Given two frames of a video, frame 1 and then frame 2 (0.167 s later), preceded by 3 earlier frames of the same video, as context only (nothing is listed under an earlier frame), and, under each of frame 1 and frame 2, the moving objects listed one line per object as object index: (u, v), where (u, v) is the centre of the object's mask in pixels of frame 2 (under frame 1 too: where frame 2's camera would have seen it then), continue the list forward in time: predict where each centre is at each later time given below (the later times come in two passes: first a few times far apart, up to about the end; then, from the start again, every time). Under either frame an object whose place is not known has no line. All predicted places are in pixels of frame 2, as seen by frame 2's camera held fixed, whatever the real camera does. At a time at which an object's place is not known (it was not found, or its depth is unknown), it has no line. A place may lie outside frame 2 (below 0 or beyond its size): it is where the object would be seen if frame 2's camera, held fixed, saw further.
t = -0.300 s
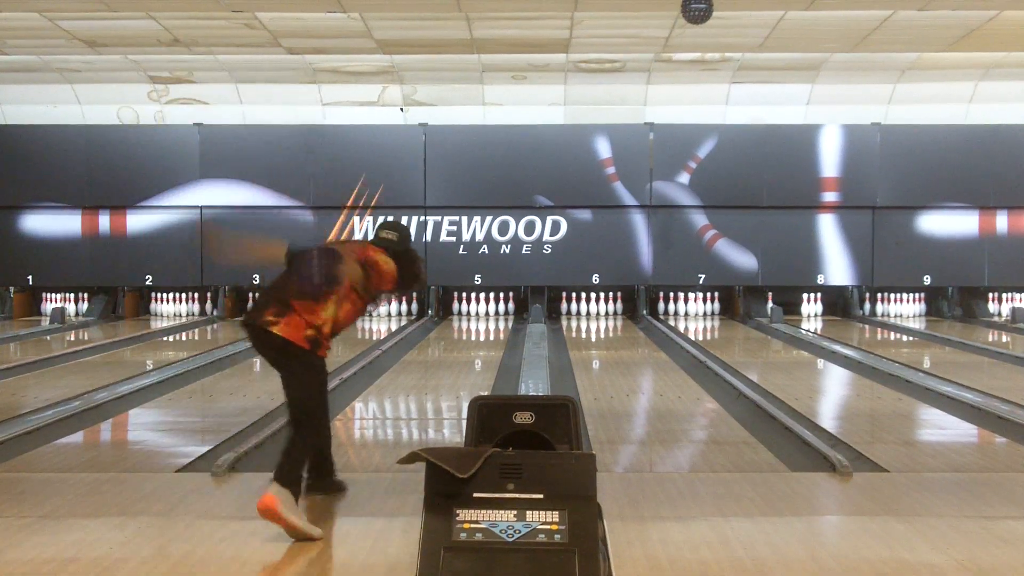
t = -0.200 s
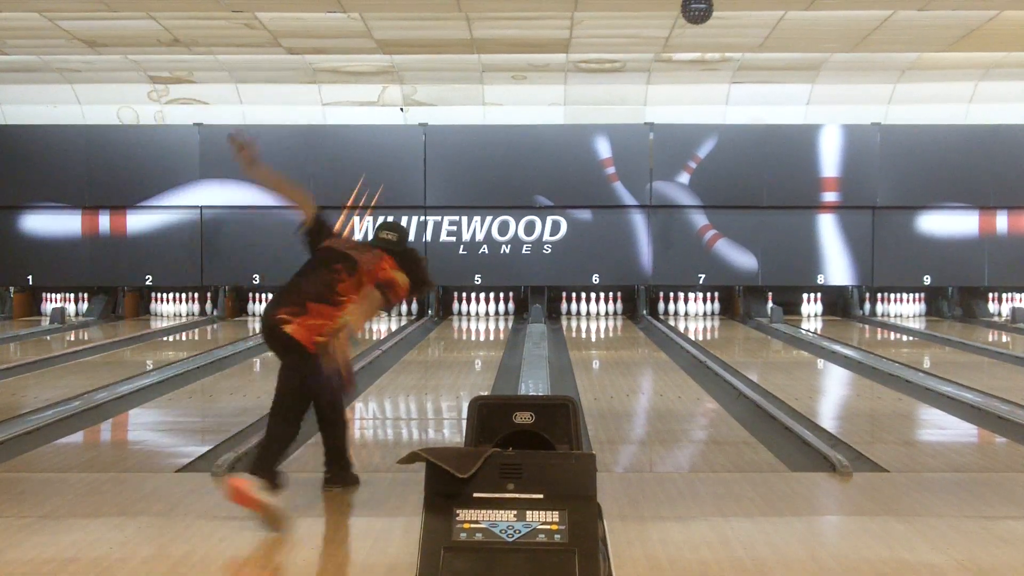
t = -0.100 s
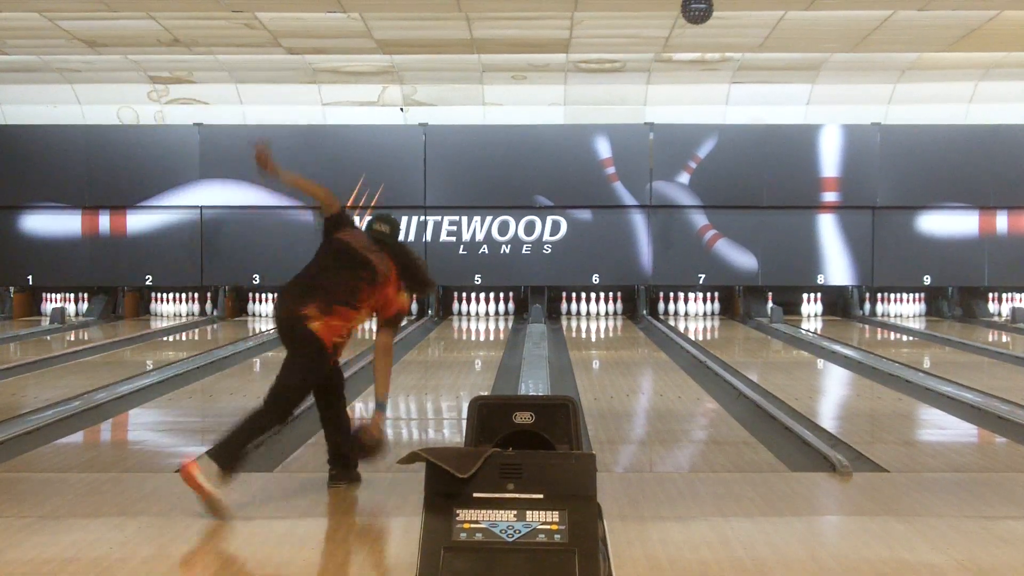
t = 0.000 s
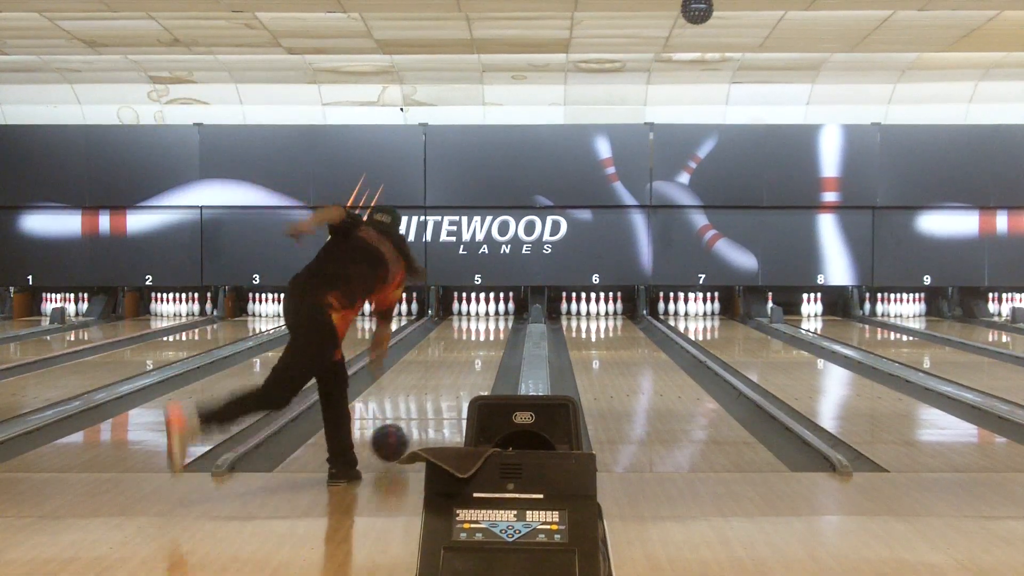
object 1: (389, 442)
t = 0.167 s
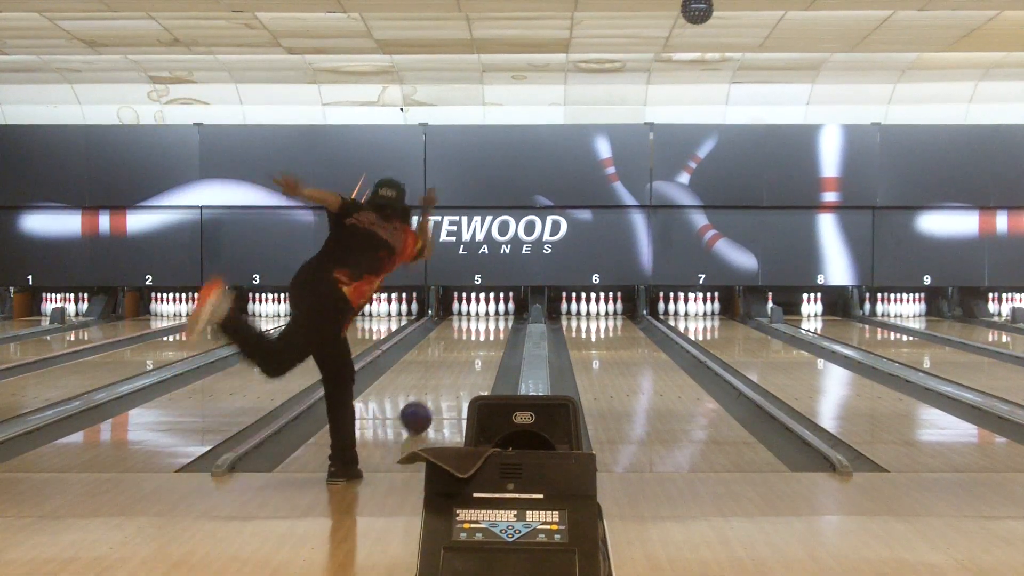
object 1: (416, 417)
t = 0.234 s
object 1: (424, 408)
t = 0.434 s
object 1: (444, 384)
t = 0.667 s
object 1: (460, 364)
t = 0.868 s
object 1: (470, 350)
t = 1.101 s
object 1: (478, 338)
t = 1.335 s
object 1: (484, 328)
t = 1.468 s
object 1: (485, 323)
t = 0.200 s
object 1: (420, 412)
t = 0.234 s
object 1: (424, 408)
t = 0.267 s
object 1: (428, 403)
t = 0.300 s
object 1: (432, 399)
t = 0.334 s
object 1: (435, 395)
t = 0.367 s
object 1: (438, 391)
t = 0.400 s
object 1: (441, 387)
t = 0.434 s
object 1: (444, 384)
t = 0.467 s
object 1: (447, 380)
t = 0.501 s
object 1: (449, 377)
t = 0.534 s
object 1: (451, 375)
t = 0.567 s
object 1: (454, 371)
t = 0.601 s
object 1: (456, 369)
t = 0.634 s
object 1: (458, 366)
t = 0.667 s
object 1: (460, 364)
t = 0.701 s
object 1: (462, 361)
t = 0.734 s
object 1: (464, 358)
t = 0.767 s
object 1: (465, 357)
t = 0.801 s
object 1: (467, 354)
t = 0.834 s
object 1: (469, 352)
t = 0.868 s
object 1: (470, 350)
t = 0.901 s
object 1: (472, 349)
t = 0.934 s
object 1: (473, 347)
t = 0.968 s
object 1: (474, 344)
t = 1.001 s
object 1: (475, 343)
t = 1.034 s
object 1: (476, 341)
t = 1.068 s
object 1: (478, 339)
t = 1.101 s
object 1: (478, 338)
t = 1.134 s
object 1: (479, 336)
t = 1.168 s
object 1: (480, 335)
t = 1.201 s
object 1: (481, 333)
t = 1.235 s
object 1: (482, 332)
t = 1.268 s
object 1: (482, 331)
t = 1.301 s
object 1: (483, 330)
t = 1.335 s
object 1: (484, 328)
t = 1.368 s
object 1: (484, 327)
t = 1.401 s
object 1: (484, 326)
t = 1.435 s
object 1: (485, 324)
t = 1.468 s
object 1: (485, 323)
